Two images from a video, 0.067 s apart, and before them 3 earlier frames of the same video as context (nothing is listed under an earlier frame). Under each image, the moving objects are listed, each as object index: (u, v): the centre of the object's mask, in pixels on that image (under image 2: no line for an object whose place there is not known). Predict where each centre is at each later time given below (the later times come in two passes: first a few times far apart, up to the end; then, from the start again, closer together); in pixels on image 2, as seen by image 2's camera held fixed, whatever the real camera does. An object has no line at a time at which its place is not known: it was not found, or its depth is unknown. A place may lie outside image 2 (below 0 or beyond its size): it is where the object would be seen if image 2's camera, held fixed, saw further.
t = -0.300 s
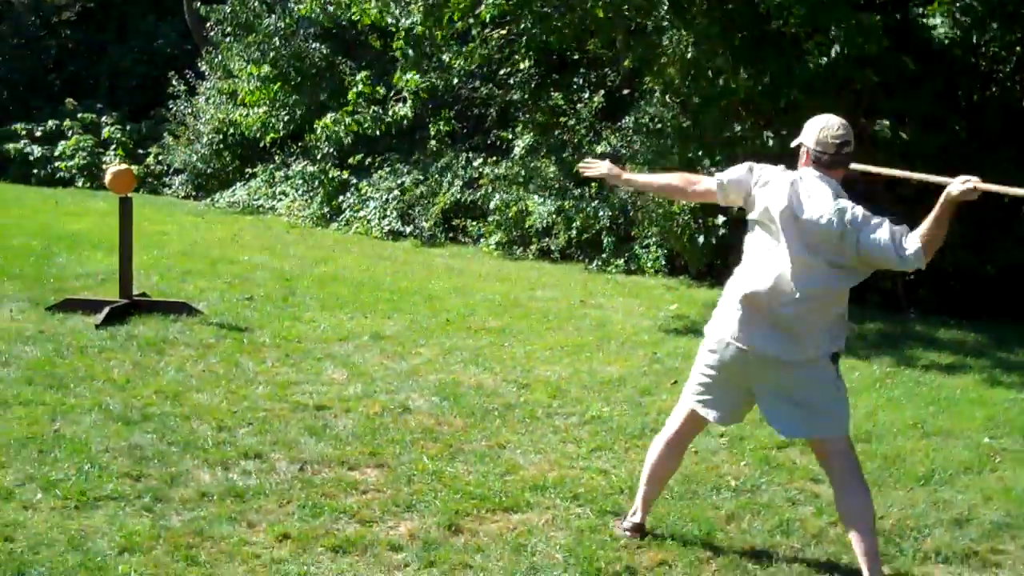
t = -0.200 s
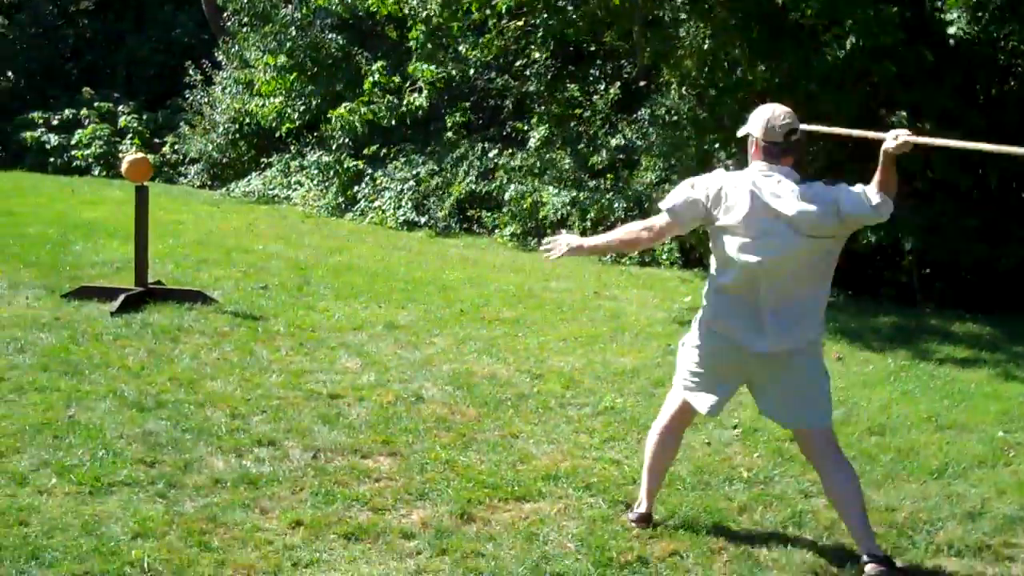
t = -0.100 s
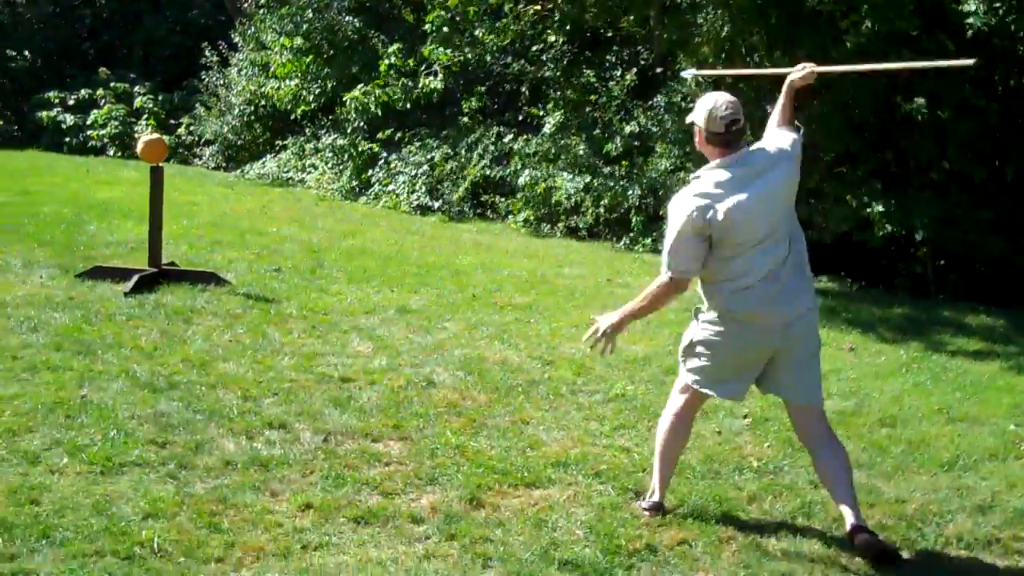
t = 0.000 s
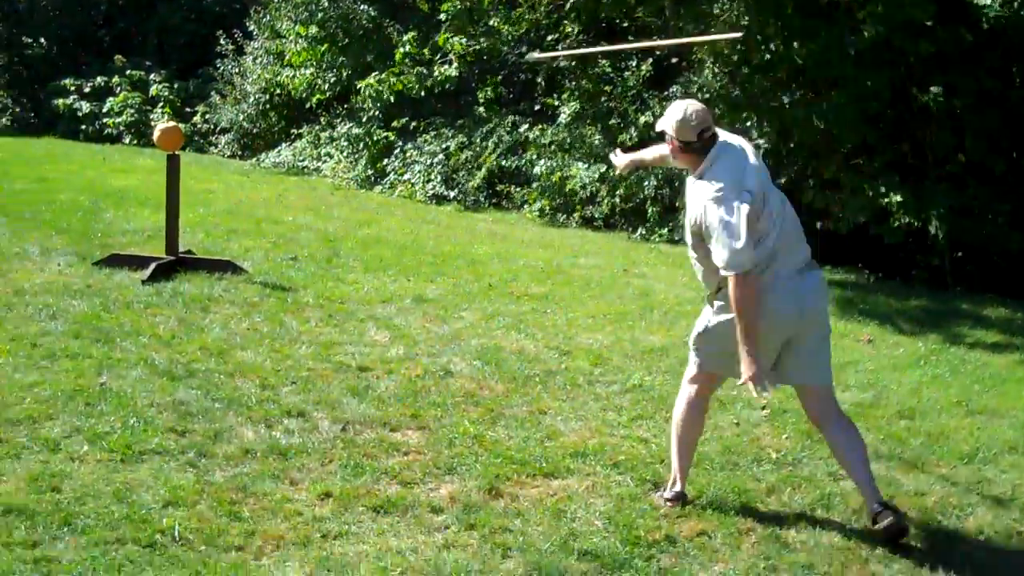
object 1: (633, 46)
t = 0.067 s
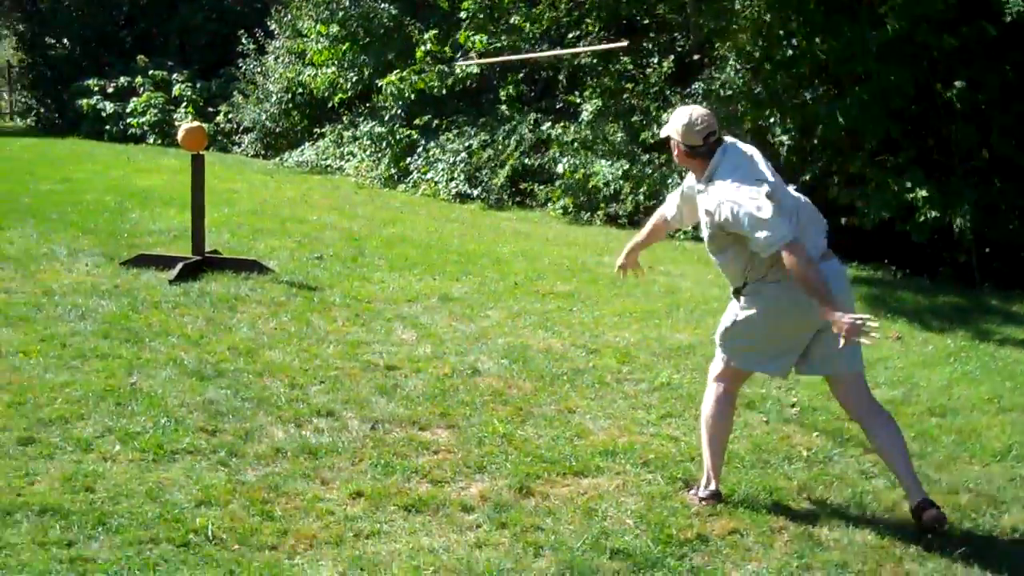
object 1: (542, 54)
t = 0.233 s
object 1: (338, 111)
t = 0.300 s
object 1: (278, 138)
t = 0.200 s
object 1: (370, 98)
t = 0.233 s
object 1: (338, 111)
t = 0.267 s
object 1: (304, 125)
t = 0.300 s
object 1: (278, 138)
